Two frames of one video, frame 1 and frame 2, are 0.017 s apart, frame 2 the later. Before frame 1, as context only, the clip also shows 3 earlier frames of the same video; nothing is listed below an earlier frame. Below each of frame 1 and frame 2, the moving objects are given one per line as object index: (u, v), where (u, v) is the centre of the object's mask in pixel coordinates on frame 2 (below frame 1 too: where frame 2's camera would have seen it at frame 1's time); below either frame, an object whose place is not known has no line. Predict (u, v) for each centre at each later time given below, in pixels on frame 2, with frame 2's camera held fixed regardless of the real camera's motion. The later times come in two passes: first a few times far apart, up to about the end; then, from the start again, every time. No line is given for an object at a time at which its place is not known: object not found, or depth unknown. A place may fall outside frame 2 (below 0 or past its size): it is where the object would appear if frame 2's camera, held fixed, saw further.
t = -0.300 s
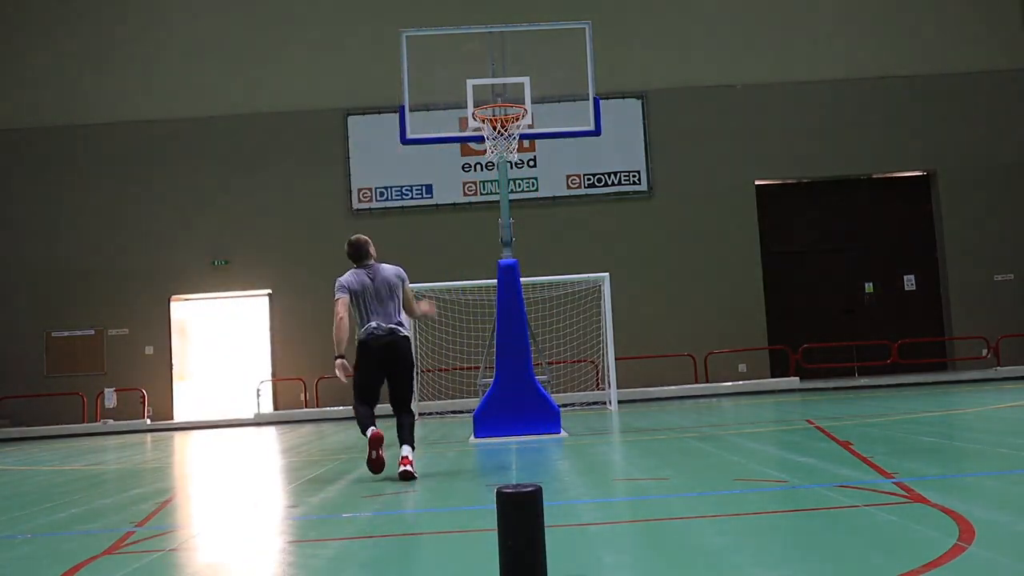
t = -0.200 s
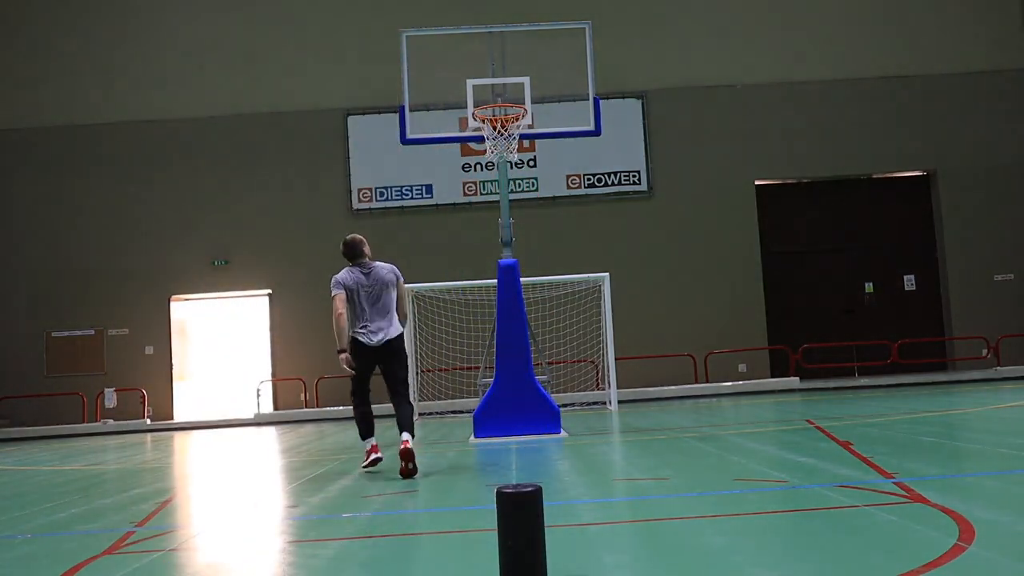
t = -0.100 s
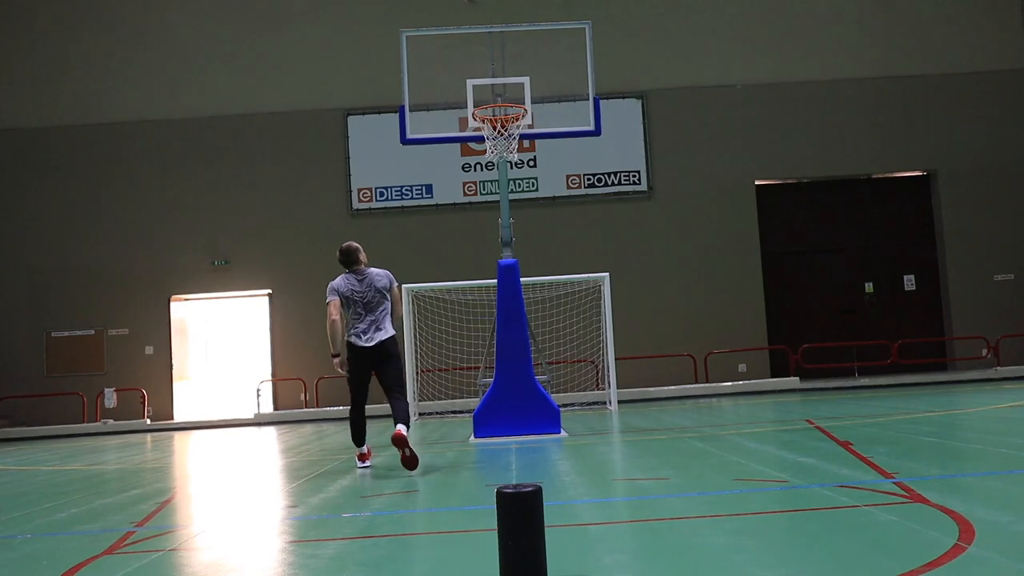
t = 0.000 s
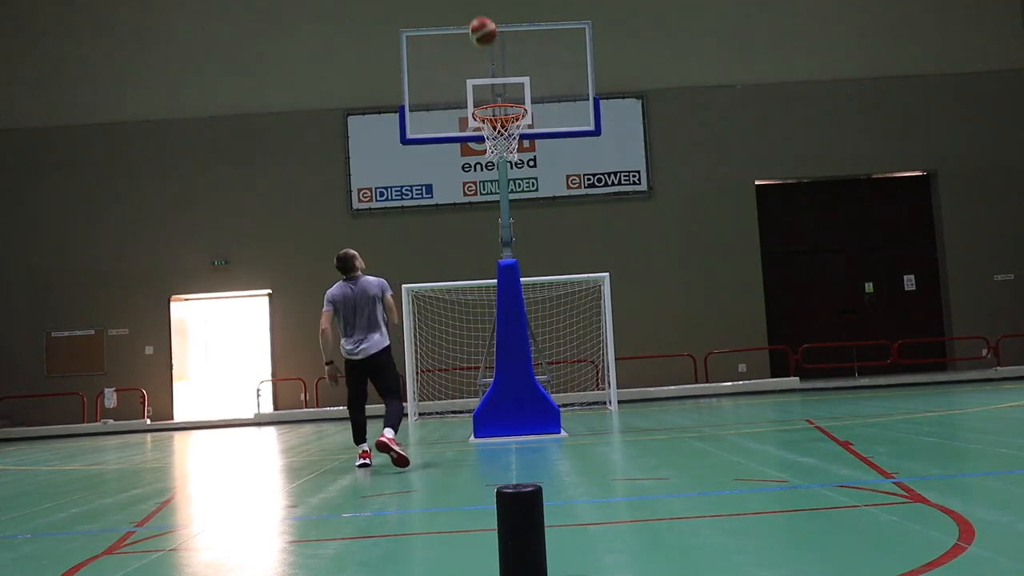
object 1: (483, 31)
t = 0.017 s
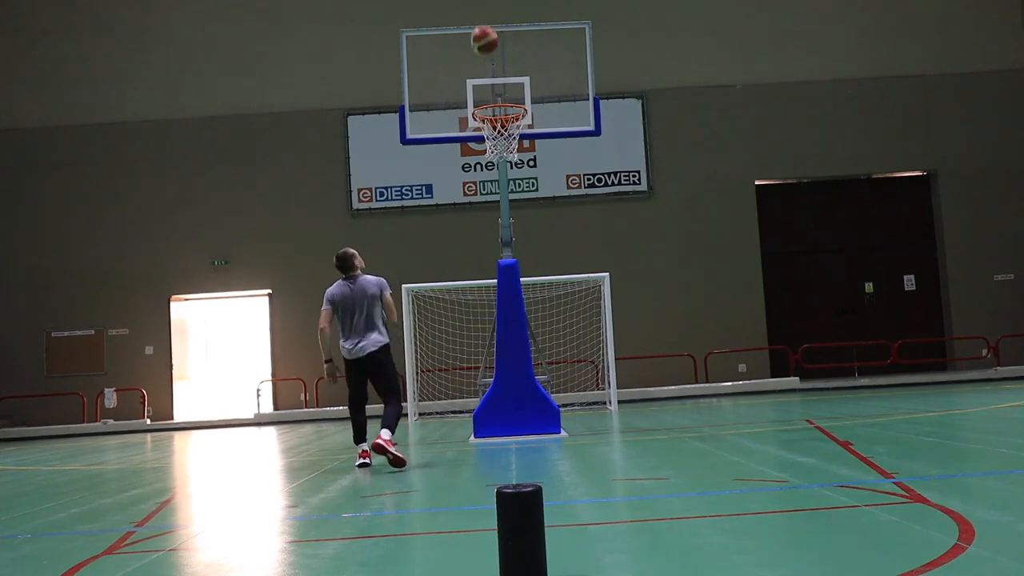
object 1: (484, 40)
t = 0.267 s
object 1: (503, 141)
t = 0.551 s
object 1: (517, 196)
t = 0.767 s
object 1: (530, 296)
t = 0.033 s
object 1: (486, 48)
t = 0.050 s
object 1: (487, 56)
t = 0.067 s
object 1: (489, 64)
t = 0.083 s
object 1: (490, 74)
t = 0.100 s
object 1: (492, 82)
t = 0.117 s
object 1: (494, 92)
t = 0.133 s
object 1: (495, 96)
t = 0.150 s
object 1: (498, 113)
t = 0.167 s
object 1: (498, 123)
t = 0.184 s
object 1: (500, 128)
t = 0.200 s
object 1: (501, 129)
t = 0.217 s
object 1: (500, 139)
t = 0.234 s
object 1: (501, 140)
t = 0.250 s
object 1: (503, 140)
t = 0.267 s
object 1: (503, 141)
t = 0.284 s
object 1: (504, 142)
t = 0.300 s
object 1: (504, 144)
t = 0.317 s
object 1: (505, 145)
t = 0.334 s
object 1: (506, 147)
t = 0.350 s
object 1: (506, 149)
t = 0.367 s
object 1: (506, 151)
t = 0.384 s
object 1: (507, 154)
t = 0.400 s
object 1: (509, 158)
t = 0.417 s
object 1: (509, 161)
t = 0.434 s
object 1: (510, 164)
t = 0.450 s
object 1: (511, 168)
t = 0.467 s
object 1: (512, 172)
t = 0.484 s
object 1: (513, 177)
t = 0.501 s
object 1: (514, 181)
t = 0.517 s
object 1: (515, 186)
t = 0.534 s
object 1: (515, 191)
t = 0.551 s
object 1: (517, 196)
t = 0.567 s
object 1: (518, 203)
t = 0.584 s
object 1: (518, 210)
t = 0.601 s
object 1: (519, 214)
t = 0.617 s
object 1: (520, 222)
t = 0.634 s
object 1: (521, 230)
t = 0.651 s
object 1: (522, 237)
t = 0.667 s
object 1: (524, 243)
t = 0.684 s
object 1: (525, 252)
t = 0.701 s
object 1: (526, 261)
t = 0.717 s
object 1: (526, 269)
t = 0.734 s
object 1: (527, 278)
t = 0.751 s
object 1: (528, 288)
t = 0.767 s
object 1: (530, 296)
